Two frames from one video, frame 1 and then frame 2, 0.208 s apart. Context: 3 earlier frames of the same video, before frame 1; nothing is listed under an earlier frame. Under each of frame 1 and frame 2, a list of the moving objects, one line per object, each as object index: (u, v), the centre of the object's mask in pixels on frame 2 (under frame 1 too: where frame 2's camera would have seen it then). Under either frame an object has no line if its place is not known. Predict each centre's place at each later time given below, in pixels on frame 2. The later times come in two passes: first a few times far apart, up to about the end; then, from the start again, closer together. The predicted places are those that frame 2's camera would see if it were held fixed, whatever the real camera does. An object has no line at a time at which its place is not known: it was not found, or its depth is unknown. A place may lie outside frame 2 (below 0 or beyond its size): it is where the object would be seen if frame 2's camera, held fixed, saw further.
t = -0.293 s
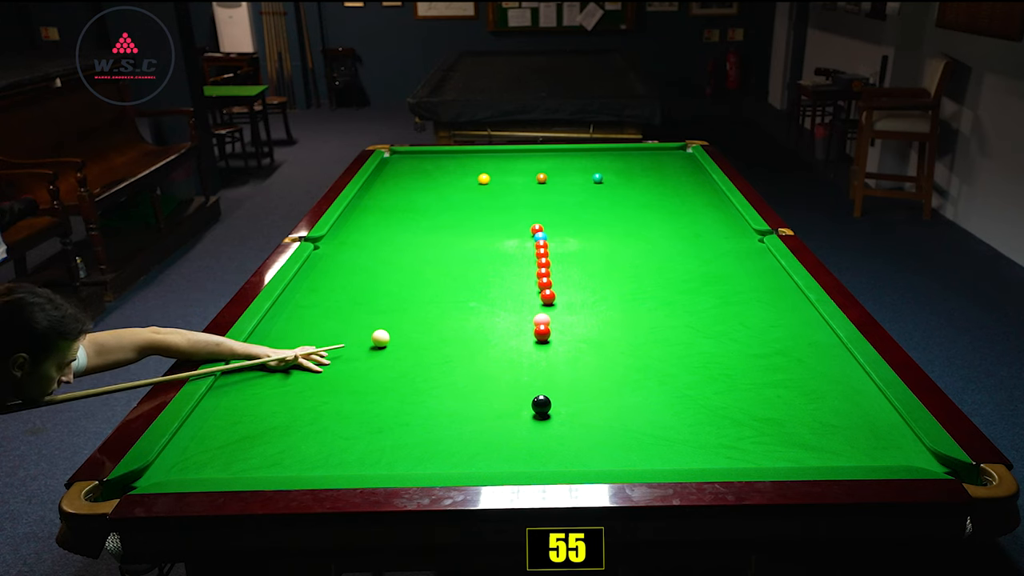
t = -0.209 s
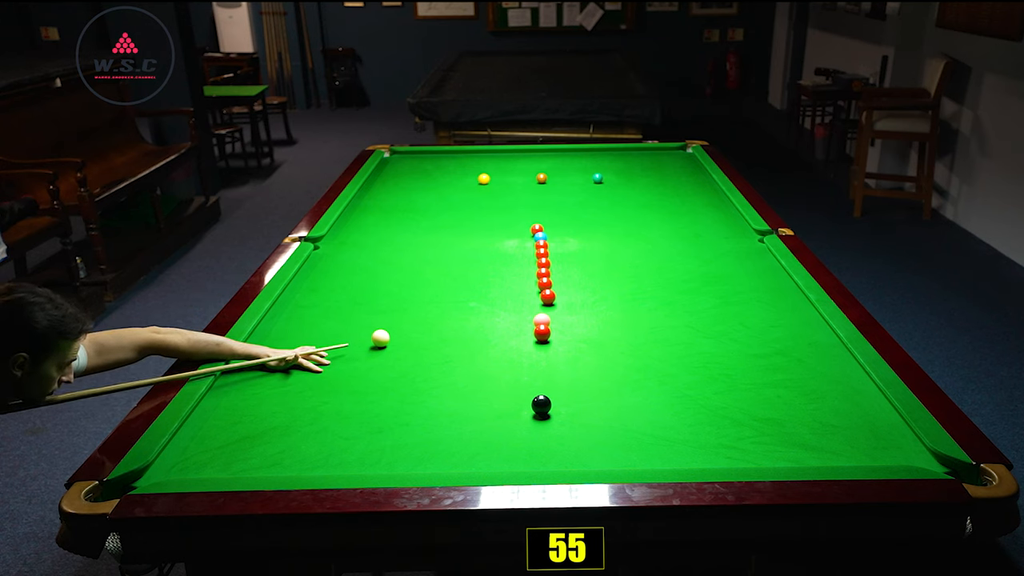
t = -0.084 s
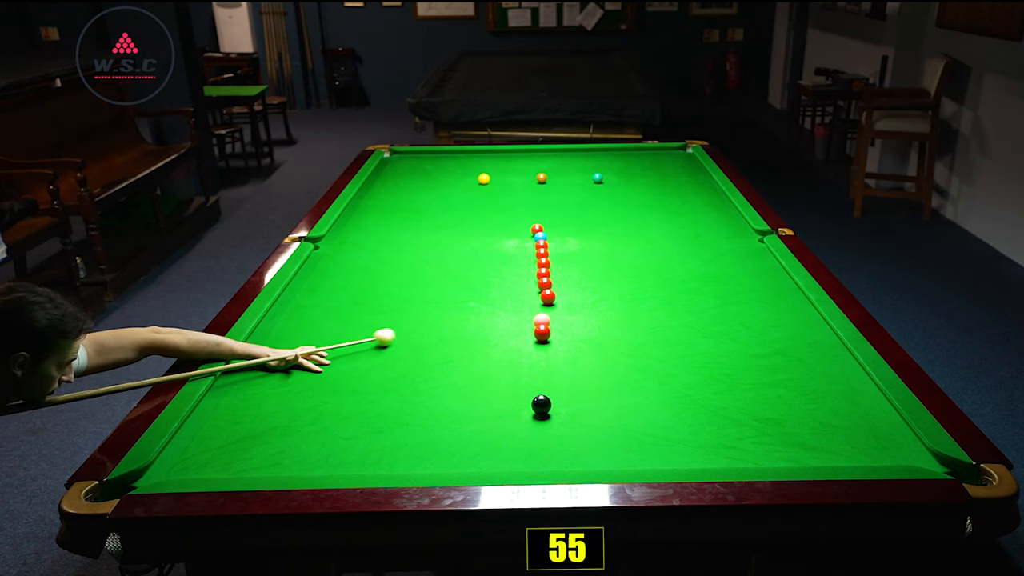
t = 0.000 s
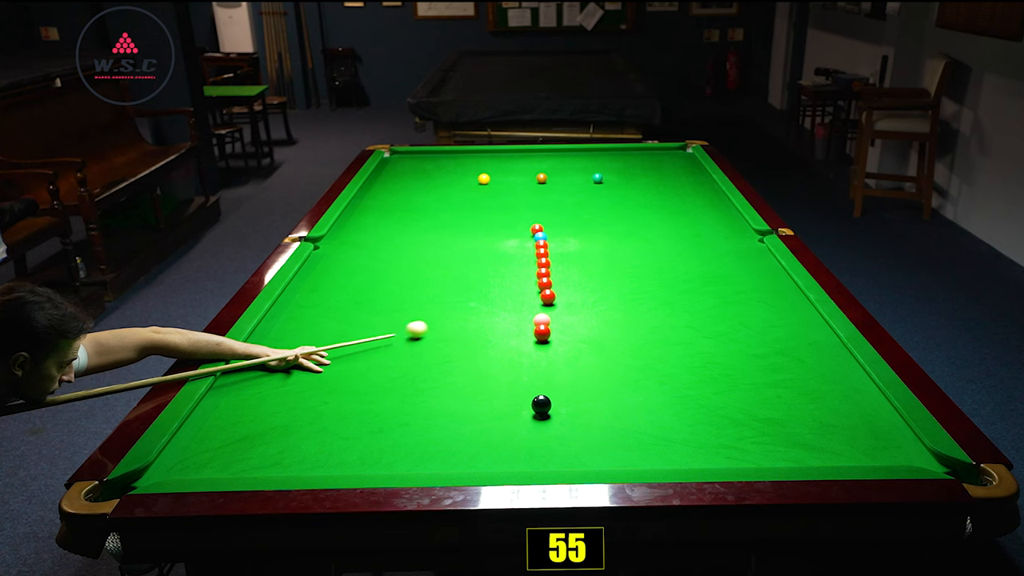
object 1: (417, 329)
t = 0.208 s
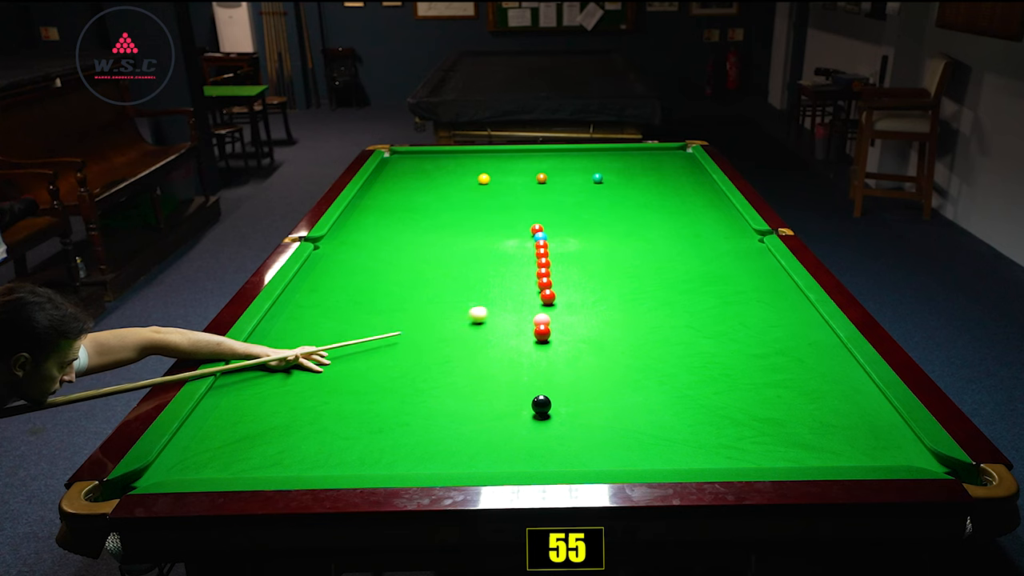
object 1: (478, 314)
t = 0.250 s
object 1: (489, 311)
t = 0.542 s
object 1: (542, 300)
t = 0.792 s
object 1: (559, 298)
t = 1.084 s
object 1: (577, 296)
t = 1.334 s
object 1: (591, 295)
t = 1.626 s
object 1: (604, 293)
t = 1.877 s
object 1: (614, 292)
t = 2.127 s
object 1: (622, 292)
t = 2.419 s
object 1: (630, 291)
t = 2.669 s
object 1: (635, 291)
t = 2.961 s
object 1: (638, 291)
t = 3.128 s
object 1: (639, 291)
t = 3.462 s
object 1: (639, 291)
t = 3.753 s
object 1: (639, 291)
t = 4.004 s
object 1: (639, 291)
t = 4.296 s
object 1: (639, 291)
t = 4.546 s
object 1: (639, 291)
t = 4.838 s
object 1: (639, 291)
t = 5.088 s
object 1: (639, 291)
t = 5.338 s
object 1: (639, 291)
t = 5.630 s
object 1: (639, 291)
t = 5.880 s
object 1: (639, 291)
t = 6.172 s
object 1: (639, 291)
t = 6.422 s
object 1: (639, 291)
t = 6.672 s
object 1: (639, 291)
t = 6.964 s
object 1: (639, 291)
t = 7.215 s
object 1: (639, 290)
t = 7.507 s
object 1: (639, 290)
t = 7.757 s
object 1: (639, 291)
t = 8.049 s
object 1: (639, 291)
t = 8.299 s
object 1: (639, 291)
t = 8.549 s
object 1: (639, 291)
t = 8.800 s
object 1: (639, 290)
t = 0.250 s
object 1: (489, 311)
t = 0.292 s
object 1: (501, 308)
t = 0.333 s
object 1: (511, 305)
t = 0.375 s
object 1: (522, 303)
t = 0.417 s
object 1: (533, 300)
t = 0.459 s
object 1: (536, 300)
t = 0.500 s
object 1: (539, 300)
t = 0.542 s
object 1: (542, 300)
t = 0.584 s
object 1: (545, 299)
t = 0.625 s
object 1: (548, 299)
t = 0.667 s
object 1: (551, 299)
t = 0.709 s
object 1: (553, 299)
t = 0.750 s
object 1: (556, 298)
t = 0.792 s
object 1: (559, 298)
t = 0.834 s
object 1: (562, 298)
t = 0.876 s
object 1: (564, 298)
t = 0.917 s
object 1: (567, 297)
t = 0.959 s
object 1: (570, 297)
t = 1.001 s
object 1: (572, 297)
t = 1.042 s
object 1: (575, 296)
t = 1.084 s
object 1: (577, 296)
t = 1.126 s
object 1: (579, 296)
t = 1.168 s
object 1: (582, 296)
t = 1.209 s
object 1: (584, 295)
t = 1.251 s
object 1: (586, 295)
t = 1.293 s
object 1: (588, 295)
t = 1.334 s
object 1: (591, 295)
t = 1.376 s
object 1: (593, 294)
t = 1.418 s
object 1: (595, 294)
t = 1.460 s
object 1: (597, 294)
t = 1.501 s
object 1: (599, 294)
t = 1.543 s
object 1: (601, 294)
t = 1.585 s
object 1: (603, 293)
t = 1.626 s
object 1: (604, 293)
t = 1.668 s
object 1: (606, 293)
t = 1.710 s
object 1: (608, 293)
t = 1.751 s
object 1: (609, 293)
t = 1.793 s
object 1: (611, 293)
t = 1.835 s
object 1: (613, 293)
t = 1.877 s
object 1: (614, 292)
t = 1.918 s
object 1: (616, 292)
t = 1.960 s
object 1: (617, 292)
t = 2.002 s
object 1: (618, 292)
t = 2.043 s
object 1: (620, 292)
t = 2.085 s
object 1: (621, 292)
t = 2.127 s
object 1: (622, 292)
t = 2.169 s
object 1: (624, 291)
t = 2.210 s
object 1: (625, 291)
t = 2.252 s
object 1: (626, 291)
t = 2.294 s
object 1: (627, 291)
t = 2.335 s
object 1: (628, 291)
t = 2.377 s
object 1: (629, 291)
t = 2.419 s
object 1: (630, 291)
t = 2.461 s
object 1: (631, 291)
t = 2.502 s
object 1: (632, 291)
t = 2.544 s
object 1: (632, 291)
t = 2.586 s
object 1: (633, 291)
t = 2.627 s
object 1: (634, 291)
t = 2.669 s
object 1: (635, 291)
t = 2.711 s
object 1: (635, 291)
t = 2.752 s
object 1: (636, 291)
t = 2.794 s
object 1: (636, 291)
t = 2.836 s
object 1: (637, 290)
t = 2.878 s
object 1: (637, 291)
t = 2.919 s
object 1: (638, 291)
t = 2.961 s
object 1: (638, 291)
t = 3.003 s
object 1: (638, 291)
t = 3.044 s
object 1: (639, 290)
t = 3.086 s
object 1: (637, 288)
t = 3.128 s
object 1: (639, 291)
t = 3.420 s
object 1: (638, 291)
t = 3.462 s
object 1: (639, 291)
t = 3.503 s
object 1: (639, 291)
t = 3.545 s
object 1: (639, 291)
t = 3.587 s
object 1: (639, 291)
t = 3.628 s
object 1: (639, 291)
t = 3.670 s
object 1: (639, 291)
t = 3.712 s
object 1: (639, 291)
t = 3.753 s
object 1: (639, 291)
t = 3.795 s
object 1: (639, 291)
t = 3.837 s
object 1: (639, 291)
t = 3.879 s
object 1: (639, 291)
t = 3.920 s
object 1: (639, 291)
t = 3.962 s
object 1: (639, 291)
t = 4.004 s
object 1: (639, 291)
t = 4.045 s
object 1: (639, 291)
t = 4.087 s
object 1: (639, 291)
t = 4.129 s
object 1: (639, 291)
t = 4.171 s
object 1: (639, 291)
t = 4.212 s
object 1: (639, 291)
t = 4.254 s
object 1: (639, 291)
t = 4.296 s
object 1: (639, 291)
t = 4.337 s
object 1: (639, 291)
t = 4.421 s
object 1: (639, 291)
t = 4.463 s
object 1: (639, 291)
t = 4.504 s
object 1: (639, 291)
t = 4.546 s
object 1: (639, 291)
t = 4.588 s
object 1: (639, 291)
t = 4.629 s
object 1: (639, 291)
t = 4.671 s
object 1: (639, 291)
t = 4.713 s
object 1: (639, 291)
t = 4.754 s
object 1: (639, 291)
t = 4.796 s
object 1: (639, 291)
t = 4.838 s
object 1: (639, 291)
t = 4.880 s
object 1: (639, 291)
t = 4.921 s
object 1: (639, 291)
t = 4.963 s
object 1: (639, 291)
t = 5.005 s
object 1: (639, 291)
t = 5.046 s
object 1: (639, 290)
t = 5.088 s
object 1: (639, 291)
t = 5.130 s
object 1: (639, 291)
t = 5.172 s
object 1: (639, 291)
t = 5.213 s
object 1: (639, 290)
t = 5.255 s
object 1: (639, 290)
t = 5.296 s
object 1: (639, 291)
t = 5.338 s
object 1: (639, 291)
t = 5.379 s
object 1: (639, 291)
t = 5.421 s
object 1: (639, 291)
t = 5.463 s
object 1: (639, 291)
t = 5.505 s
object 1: (639, 291)
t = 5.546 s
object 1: (639, 291)
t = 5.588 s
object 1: (639, 291)
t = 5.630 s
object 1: (639, 291)
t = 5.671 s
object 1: (639, 291)
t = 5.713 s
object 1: (639, 291)
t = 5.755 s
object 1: (639, 291)
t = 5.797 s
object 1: (639, 291)
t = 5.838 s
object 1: (639, 291)
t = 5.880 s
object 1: (639, 291)
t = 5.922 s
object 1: (639, 291)
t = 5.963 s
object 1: (639, 291)
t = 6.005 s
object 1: (639, 290)
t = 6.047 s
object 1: (639, 291)
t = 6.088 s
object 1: (639, 291)
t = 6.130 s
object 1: (639, 291)
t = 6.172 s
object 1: (639, 291)
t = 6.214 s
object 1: (639, 291)
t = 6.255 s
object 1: (639, 291)
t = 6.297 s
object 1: (639, 291)
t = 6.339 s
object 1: (639, 291)
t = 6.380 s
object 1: (639, 290)
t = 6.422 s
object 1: (639, 291)
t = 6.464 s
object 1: (639, 291)
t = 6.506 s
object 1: (639, 291)
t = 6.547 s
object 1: (639, 291)
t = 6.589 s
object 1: (639, 291)
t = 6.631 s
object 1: (639, 291)
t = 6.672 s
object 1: (639, 291)
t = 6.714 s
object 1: (639, 291)
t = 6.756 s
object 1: (639, 291)
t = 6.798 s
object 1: (639, 291)
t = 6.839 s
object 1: (639, 290)
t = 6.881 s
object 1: (639, 291)
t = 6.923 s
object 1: (639, 291)
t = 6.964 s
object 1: (639, 291)
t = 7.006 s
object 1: (639, 291)
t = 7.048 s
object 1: (639, 291)
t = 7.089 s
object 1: (639, 291)
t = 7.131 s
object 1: (639, 291)
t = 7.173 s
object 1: (639, 291)
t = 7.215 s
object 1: (639, 290)
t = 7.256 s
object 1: (639, 291)
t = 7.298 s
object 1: (639, 291)
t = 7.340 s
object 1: (639, 291)
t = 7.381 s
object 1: (639, 291)
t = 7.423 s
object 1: (639, 291)
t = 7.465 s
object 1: (639, 291)
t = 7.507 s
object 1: (639, 290)
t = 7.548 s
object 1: (639, 291)
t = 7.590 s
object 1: (639, 291)
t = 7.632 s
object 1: (639, 290)
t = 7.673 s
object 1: (639, 291)
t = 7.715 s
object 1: (639, 291)
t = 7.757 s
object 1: (639, 291)
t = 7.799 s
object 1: (639, 291)
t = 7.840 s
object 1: (639, 291)
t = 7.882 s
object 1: (639, 291)
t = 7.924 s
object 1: (639, 291)
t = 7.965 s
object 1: (639, 291)
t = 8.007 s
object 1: (639, 290)
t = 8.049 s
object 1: (639, 291)
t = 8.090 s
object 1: (639, 290)
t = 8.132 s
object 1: (639, 291)
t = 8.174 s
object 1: (639, 291)
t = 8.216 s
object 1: (639, 291)
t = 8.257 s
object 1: (639, 291)
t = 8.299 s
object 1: (639, 291)
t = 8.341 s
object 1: (639, 291)
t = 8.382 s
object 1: (639, 291)
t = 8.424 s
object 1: (639, 291)
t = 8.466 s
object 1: (639, 291)
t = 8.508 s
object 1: (639, 291)
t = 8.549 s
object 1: (639, 291)
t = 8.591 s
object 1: (639, 291)
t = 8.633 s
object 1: (639, 291)
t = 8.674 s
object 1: (639, 291)
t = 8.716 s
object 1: (639, 290)
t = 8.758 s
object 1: (639, 291)
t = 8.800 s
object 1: (639, 290)
